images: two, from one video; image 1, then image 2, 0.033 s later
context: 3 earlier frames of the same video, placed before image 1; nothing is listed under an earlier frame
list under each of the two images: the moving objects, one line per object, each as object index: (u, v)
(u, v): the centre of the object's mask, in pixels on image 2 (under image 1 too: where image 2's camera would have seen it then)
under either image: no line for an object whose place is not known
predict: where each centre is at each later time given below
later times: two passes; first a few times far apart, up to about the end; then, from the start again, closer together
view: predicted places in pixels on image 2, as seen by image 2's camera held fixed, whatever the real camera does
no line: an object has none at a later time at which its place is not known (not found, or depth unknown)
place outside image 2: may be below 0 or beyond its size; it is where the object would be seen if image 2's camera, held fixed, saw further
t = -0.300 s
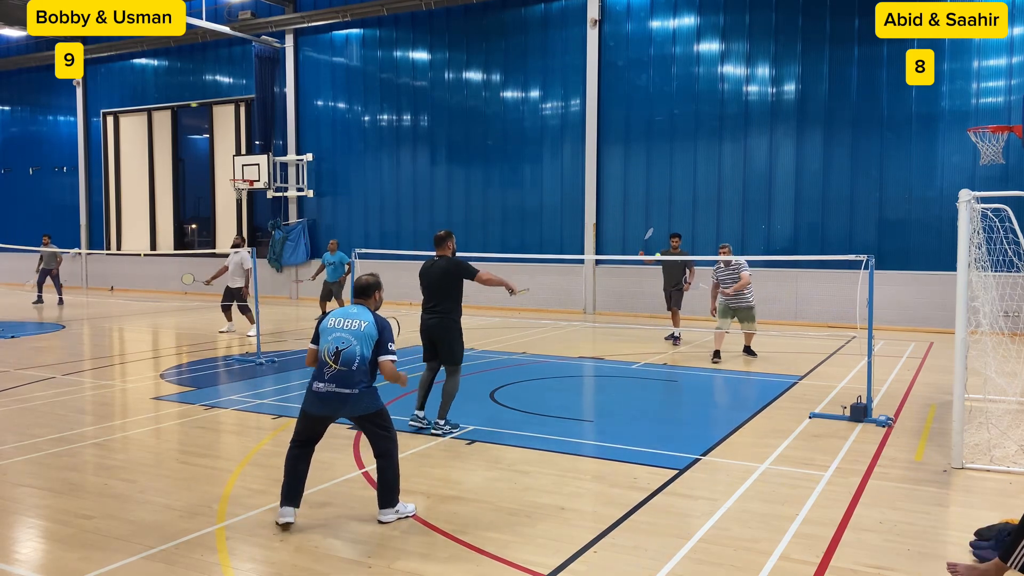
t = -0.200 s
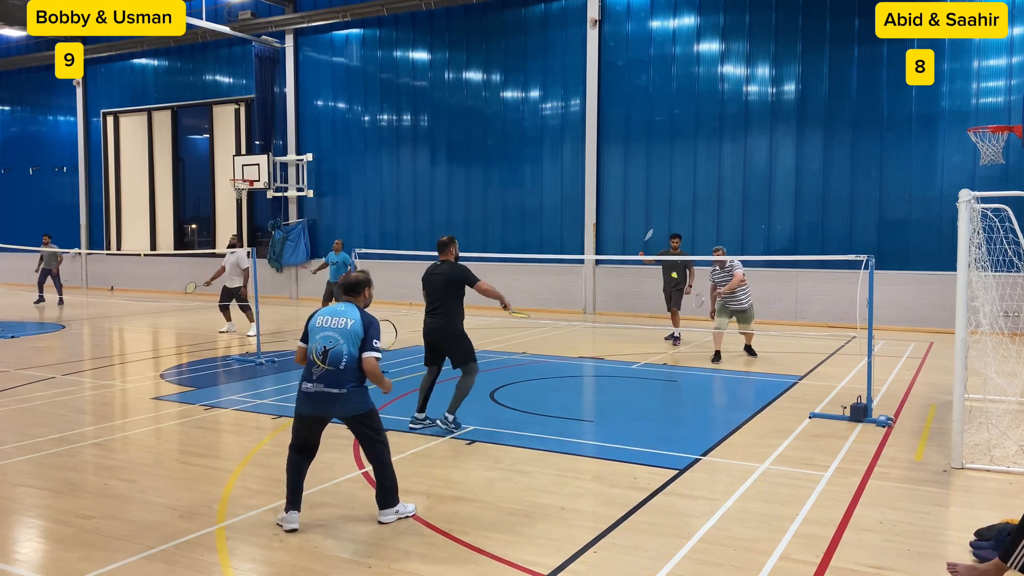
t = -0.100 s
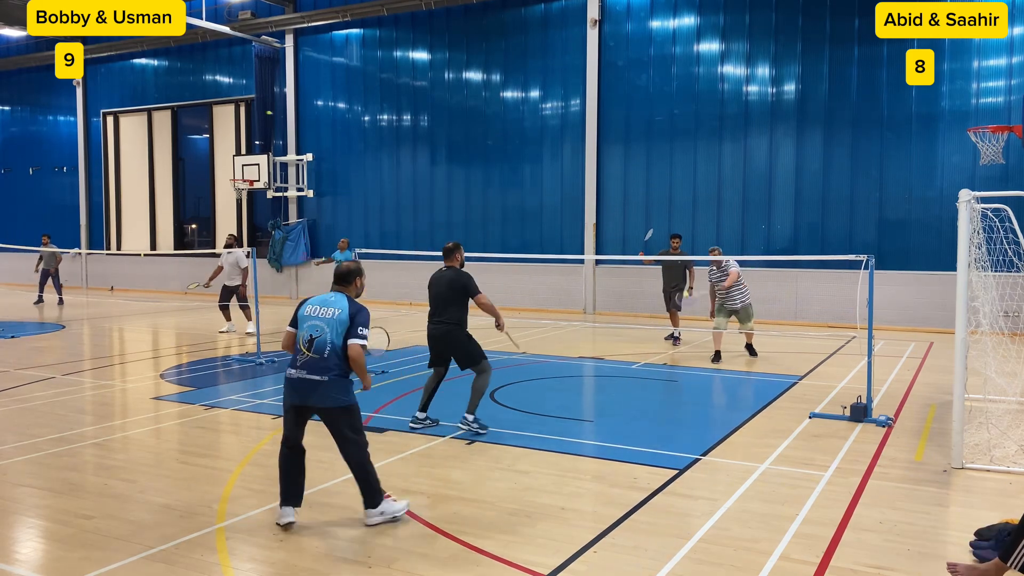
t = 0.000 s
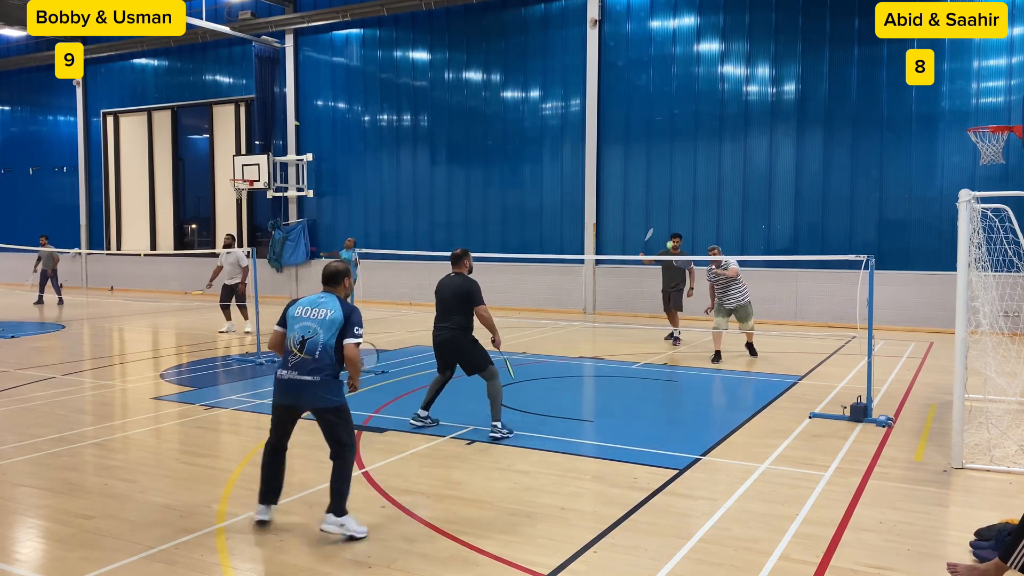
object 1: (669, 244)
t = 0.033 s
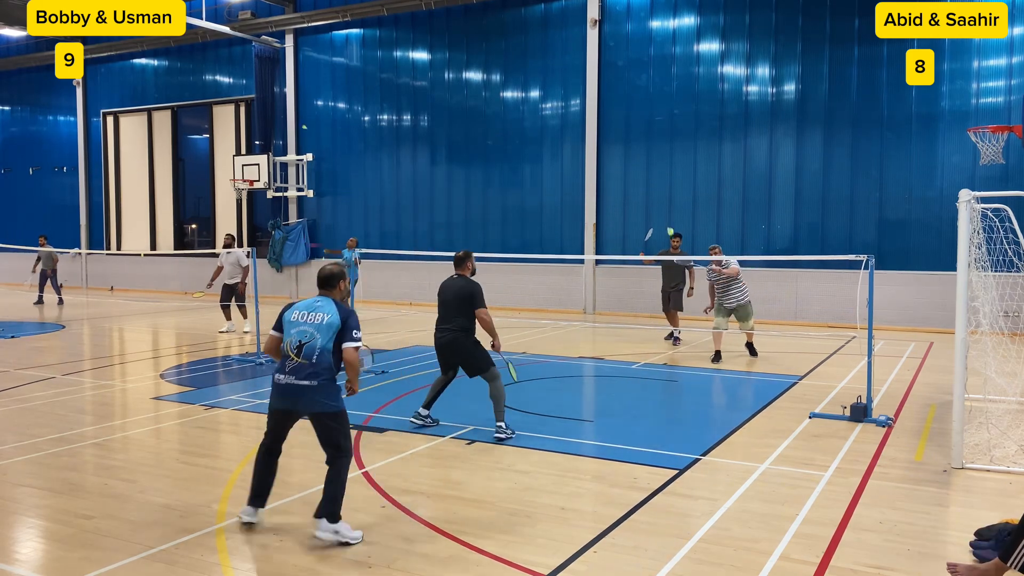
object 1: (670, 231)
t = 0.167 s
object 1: (655, 188)
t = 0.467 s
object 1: (622, 160)
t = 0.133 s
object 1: (658, 197)
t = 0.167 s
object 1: (655, 188)
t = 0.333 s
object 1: (637, 159)
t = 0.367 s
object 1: (634, 157)
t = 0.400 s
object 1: (630, 157)
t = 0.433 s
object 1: (626, 157)
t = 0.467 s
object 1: (622, 160)
